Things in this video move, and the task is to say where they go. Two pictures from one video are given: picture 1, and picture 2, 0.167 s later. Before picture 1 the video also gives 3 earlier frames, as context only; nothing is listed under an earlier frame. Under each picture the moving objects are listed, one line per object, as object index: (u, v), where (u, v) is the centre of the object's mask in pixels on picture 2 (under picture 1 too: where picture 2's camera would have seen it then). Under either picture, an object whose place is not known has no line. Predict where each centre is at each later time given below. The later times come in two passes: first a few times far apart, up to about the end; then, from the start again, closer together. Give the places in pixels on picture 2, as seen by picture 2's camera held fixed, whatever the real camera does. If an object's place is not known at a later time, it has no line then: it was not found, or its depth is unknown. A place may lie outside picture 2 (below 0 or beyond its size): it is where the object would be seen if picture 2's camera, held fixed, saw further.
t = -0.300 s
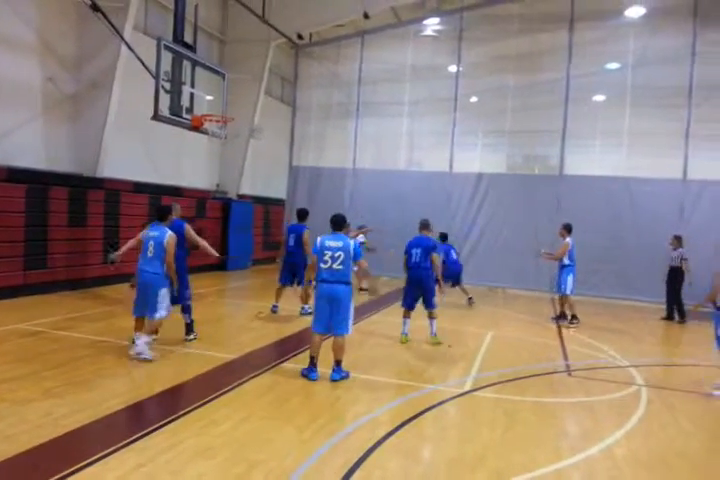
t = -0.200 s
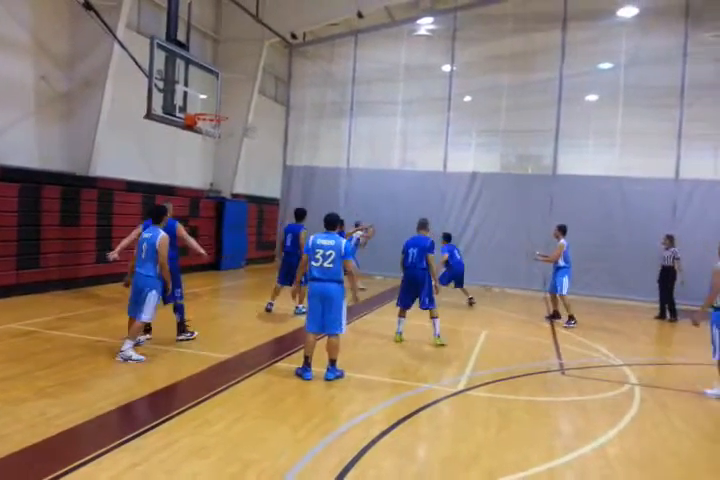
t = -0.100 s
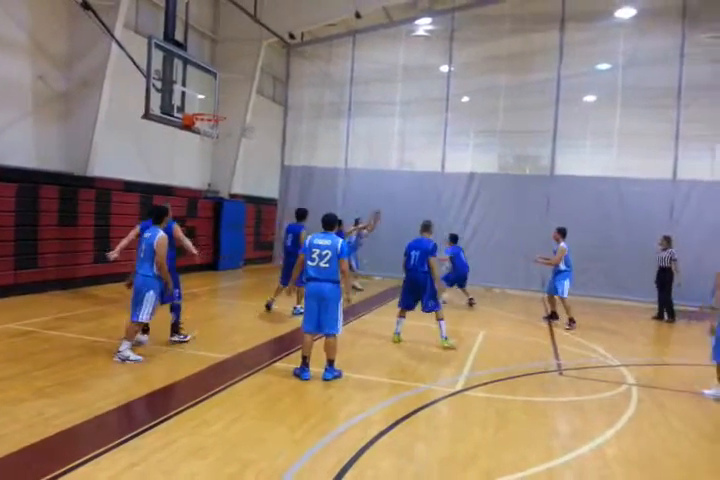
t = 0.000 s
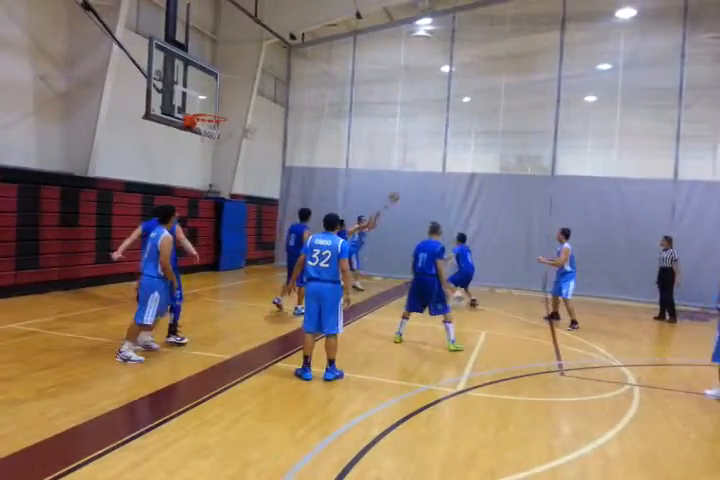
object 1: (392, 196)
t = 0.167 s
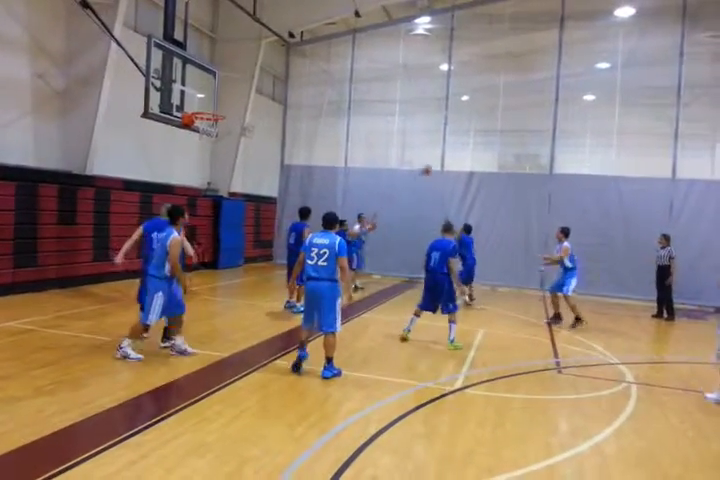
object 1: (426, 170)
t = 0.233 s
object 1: (440, 163)
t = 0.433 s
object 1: (486, 148)
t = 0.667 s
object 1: (546, 159)
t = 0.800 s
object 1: (588, 184)
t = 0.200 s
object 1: (433, 165)
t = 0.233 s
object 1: (440, 163)
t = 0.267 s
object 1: (448, 158)
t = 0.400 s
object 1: (478, 150)
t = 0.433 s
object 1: (486, 148)
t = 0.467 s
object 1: (493, 148)
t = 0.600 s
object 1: (528, 153)
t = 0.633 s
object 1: (537, 155)
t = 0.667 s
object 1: (546, 159)
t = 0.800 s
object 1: (588, 184)
